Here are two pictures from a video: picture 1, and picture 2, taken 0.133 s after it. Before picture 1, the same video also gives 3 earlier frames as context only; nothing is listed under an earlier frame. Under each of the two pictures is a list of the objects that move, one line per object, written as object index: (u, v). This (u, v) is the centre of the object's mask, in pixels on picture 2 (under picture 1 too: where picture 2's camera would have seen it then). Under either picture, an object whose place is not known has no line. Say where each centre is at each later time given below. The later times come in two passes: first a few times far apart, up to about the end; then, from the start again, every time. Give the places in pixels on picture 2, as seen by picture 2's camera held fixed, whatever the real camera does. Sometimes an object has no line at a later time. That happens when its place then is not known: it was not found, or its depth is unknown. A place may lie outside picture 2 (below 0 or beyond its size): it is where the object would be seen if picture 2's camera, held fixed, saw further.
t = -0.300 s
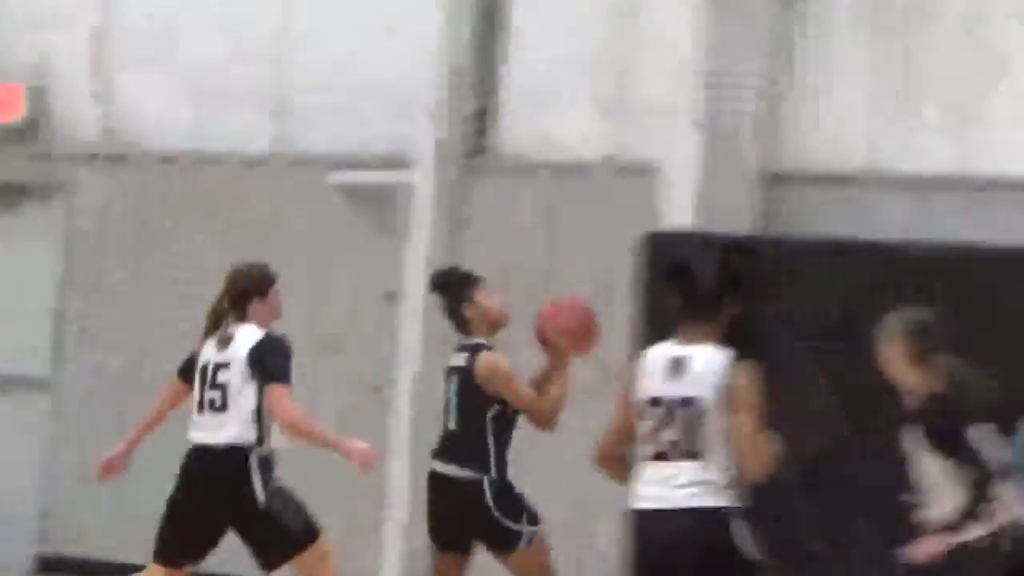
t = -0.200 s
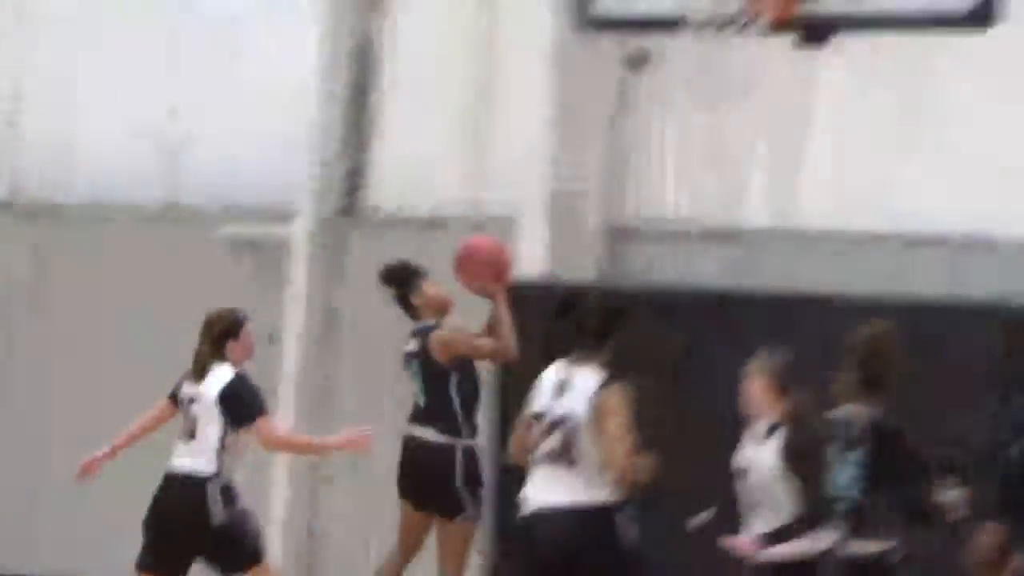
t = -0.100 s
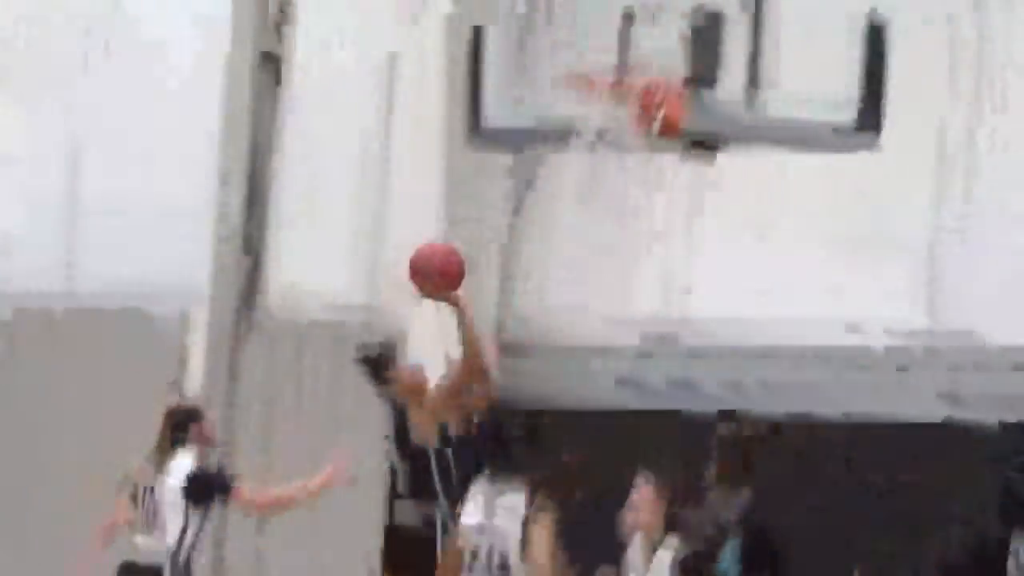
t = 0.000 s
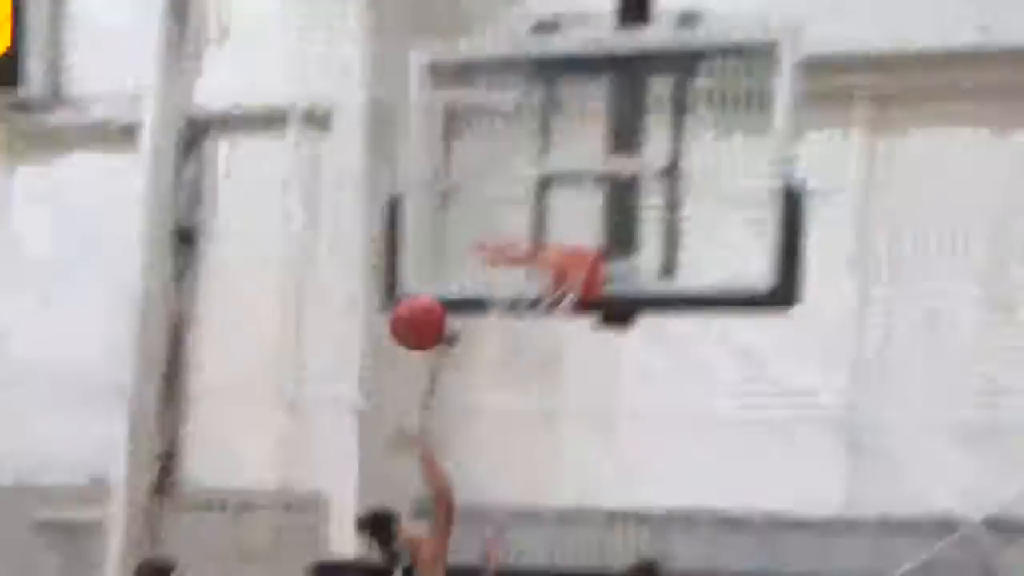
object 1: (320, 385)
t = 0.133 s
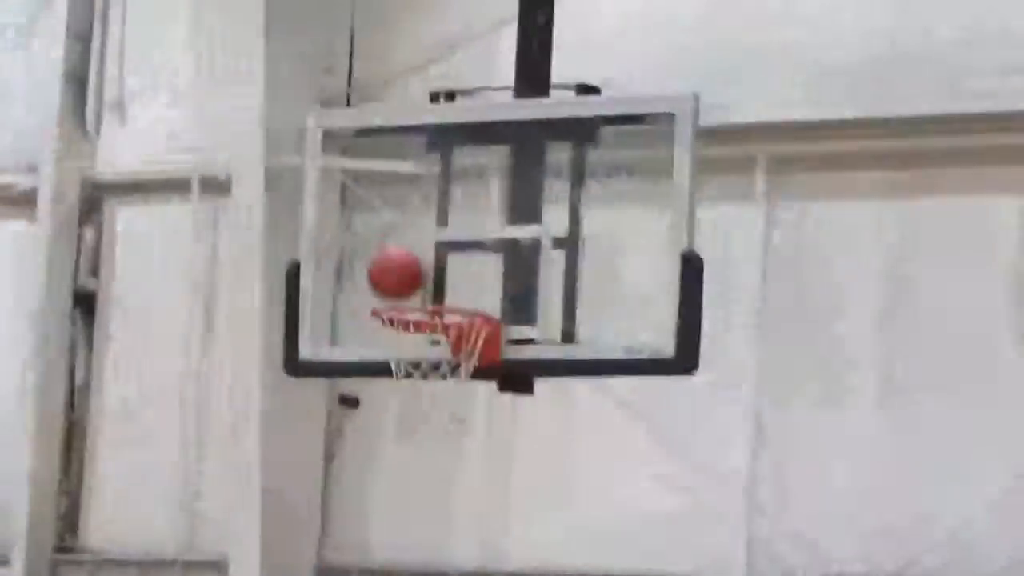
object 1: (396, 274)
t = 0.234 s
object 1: (406, 242)
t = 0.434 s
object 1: (426, 253)
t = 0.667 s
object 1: (432, 374)
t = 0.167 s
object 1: (399, 261)
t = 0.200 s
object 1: (403, 250)
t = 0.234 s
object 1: (406, 242)
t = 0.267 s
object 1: (408, 238)
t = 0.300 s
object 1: (413, 236)
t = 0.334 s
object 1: (416, 236)
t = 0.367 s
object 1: (419, 239)
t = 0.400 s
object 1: (422, 245)
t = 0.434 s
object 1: (426, 253)
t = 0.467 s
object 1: (428, 266)
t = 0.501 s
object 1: (431, 277)
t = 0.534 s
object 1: (434, 288)
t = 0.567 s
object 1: (438, 297)
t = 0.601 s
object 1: (428, 334)
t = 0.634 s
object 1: (436, 352)
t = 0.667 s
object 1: (432, 374)
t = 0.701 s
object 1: (433, 385)
